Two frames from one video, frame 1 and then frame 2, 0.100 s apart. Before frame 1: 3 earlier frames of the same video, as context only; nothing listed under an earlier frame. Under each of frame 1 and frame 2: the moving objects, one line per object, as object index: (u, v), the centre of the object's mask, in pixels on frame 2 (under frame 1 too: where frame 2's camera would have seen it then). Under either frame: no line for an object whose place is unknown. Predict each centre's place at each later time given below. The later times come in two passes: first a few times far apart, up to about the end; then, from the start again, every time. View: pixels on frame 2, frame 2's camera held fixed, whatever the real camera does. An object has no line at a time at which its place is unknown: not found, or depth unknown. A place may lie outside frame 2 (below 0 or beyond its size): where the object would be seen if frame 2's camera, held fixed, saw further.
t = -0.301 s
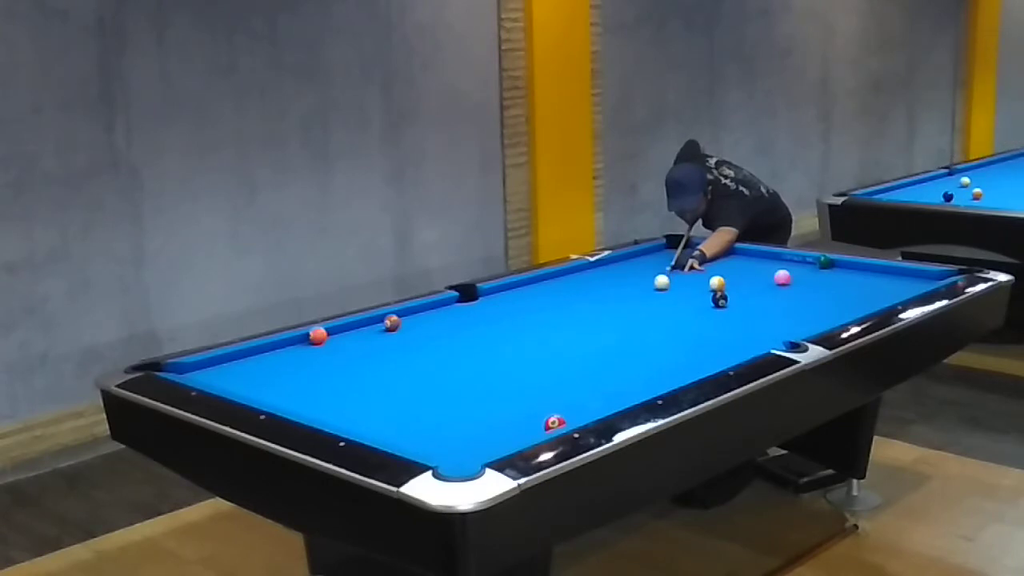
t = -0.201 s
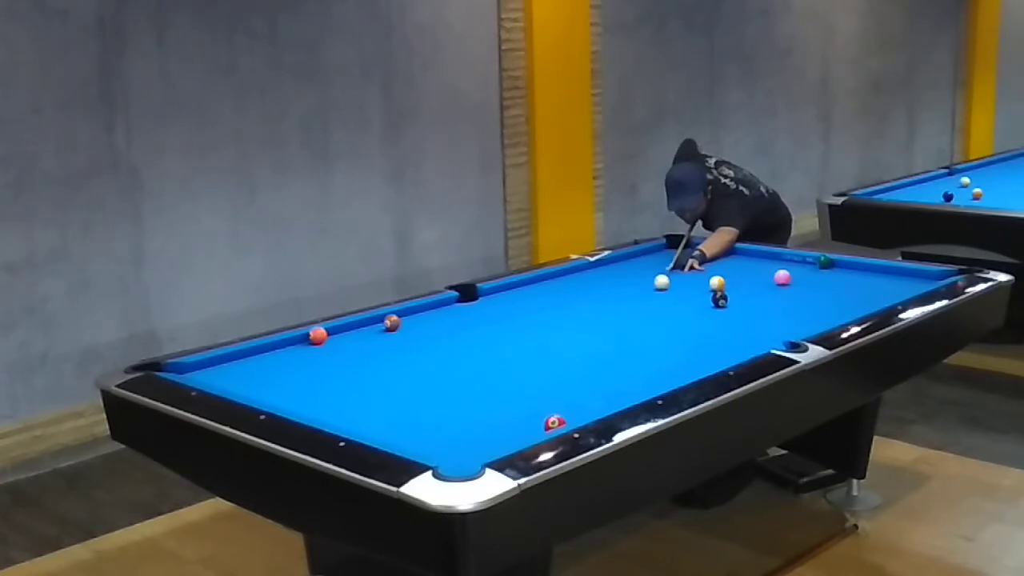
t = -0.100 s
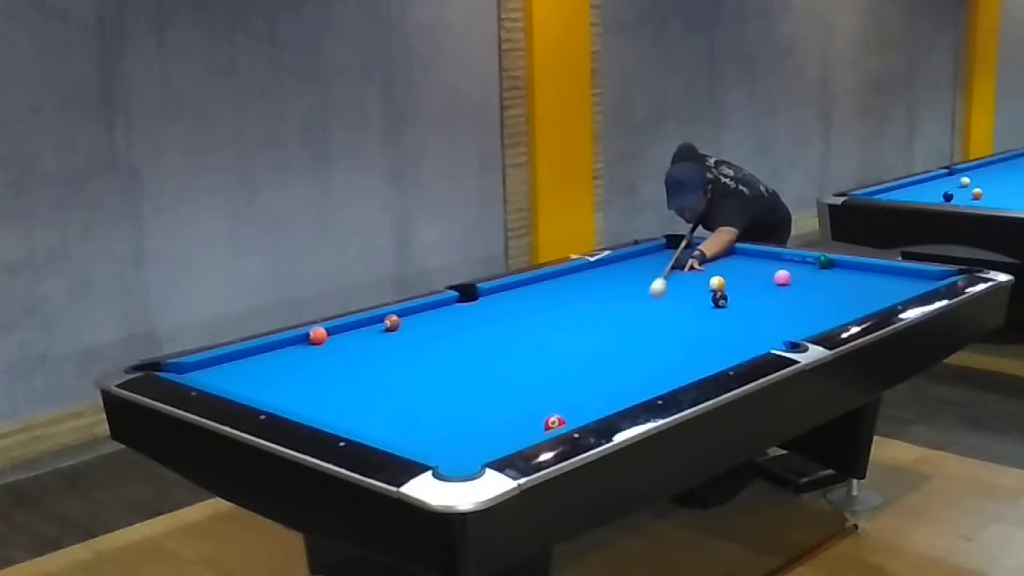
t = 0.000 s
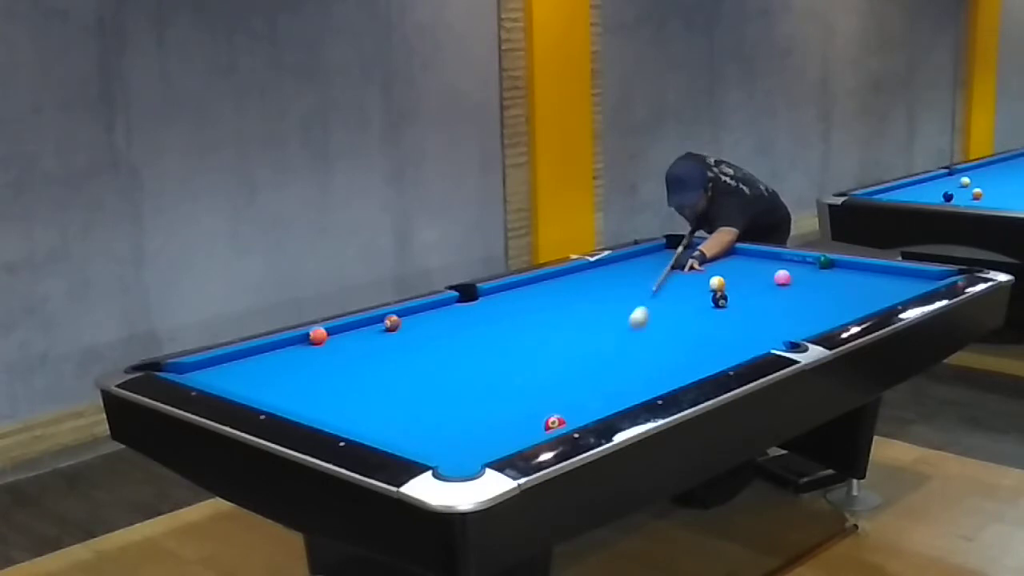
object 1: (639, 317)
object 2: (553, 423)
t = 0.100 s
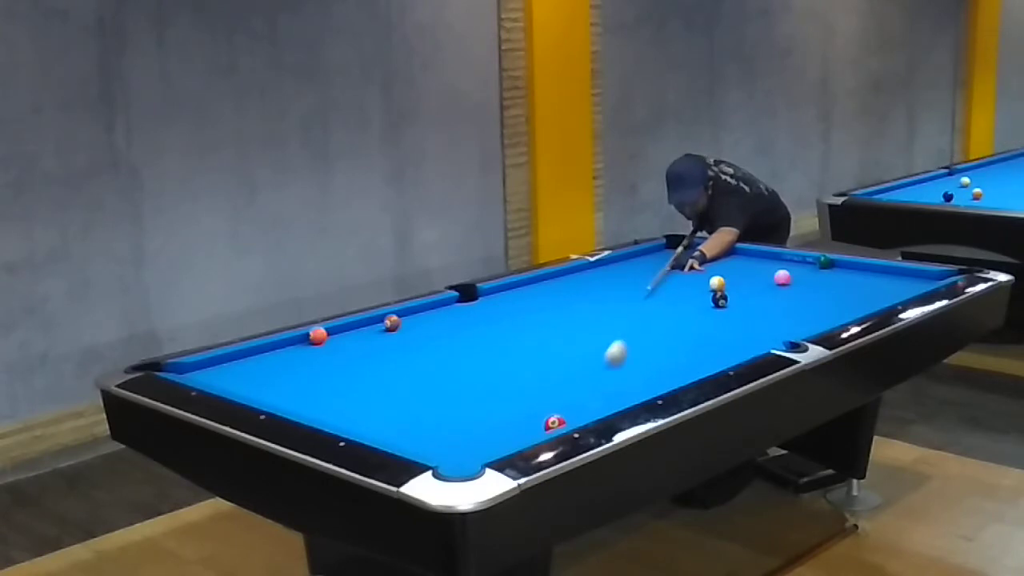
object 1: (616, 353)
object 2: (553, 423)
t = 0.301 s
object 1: (545, 417)
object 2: (511, 437)
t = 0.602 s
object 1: (375, 413)
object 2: (422, 445)
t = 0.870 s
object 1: (303, 397)
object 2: (386, 426)
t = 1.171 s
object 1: (289, 367)
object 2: (351, 405)
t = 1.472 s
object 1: (286, 344)
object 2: (321, 388)
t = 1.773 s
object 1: (357, 339)
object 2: (295, 372)
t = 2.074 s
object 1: (424, 334)
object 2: (271, 357)
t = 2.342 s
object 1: (479, 329)
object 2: (268, 352)
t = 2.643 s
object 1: (538, 325)
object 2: (290, 354)
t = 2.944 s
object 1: (595, 321)
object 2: (311, 357)
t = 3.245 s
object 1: (649, 317)
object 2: (330, 360)
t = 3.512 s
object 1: (694, 313)
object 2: (346, 362)
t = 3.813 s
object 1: (743, 310)
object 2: (361, 363)
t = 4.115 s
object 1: (789, 306)
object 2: (375, 365)
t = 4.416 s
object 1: (833, 303)
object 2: (387, 367)
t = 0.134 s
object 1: (608, 366)
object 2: (553, 423)
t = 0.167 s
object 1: (599, 380)
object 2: (553, 423)
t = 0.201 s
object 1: (589, 395)
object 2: (554, 422)
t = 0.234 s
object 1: (579, 408)
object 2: (553, 423)
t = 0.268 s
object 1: (565, 416)
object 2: (541, 427)
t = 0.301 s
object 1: (545, 417)
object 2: (511, 437)
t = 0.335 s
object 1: (526, 416)
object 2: (480, 448)
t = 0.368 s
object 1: (506, 415)
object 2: (451, 460)
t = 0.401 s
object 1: (487, 414)
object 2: (466, 461)
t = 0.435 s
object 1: (468, 413)
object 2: (463, 460)
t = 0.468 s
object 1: (448, 412)
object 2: (448, 459)
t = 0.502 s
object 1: (430, 412)
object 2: (438, 455)
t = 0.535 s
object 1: (412, 412)
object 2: (432, 451)
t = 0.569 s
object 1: (393, 412)
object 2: (426, 447)
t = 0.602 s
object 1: (375, 413)
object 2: (422, 445)
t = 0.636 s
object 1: (356, 413)
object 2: (417, 443)
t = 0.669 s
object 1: (339, 413)
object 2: (412, 440)
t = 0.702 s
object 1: (321, 412)
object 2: (408, 438)
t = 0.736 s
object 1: (308, 410)
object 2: (403, 436)
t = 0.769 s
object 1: (307, 407)
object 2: (399, 433)
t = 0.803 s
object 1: (307, 404)
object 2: (394, 431)
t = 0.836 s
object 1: (305, 401)
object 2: (390, 429)
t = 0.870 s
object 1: (303, 397)
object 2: (386, 426)
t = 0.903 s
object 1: (301, 393)
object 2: (382, 424)
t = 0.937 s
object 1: (300, 390)
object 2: (378, 422)
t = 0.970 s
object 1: (298, 386)
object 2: (374, 419)
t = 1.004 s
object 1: (296, 383)
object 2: (370, 417)
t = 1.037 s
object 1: (294, 380)
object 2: (366, 414)
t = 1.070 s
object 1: (293, 377)
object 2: (362, 412)
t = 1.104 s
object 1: (292, 373)
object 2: (358, 410)
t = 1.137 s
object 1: (290, 370)
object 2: (355, 408)
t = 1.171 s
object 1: (289, 367)
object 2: (351, 405)
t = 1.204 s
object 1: (287, 364)
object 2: (348, 403)
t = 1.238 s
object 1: (286, 361)
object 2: (344, 401)
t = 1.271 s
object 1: (284, 359)
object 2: (341, 399)
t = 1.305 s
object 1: (283, 356)
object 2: (337, 397)
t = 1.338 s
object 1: (282, 353)
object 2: (334, 395)
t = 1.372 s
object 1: (280, 350)
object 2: (331, 393)
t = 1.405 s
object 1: (279, 348)
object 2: (327, 391)
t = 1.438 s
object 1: (279, 345)
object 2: (324, 389)
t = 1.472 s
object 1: (286, 344)
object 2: (321, 388)
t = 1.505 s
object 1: (295, 344)
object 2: (318, 386)
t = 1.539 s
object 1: (303, 344)
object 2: (315, 384)
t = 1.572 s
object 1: (311, 343)
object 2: (312, 382)
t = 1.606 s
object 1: (319, 342)
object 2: (309, 380)
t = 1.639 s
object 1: (327, 341)
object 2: (306, 379)
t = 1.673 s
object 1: (335, 341)
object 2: (303, 377)
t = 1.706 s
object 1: (342, 340)
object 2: (300, 375)
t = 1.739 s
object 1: (350, 340)
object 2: (298, 373)
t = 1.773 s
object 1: (357, 339)
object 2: (295, 372)
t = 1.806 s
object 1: (365, 339)
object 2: (292, 370)
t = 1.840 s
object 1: (373, 338)
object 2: (289, 369)
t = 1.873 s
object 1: (380, 337)
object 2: (286, 367)
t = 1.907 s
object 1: (387, 337)
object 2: (284, 366)
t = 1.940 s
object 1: (395, 336)
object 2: (281, 364)
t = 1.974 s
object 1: (402, 336)
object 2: (279, 363)
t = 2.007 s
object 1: (410, 335)
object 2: (276, 361)
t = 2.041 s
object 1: (417, 335)
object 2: (274, 359)
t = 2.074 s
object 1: (424, 334)
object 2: (271, 357)
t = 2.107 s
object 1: (431, 333)
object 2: (268, 356)
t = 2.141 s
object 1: (438, 333)
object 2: (266, 355)
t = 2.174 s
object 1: (445, 332)
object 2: (264, 354)
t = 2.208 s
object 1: (452, 332)
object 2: (261, 352)
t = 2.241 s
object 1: (459, 331)
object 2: (260, 352)
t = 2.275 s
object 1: (466, 331)
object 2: (263, 352)
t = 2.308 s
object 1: (473, 330)
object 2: (265, 352)
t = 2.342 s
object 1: (479, 329)
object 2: (268, 352)
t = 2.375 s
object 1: (486, 329)
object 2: (271, 352)
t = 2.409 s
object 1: (493, 328)
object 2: (273, 353)
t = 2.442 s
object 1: (499, 328)
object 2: (276, 353)
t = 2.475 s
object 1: (506, 328)
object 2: (278, 353)
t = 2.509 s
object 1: (513, 327)
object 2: (280, 354)
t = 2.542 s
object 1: (519, 326)
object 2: (283, 354)
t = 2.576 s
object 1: (526, 326)
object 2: (285, 354)
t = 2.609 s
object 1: (532, 325)
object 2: (288, 354)
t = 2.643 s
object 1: (538, 325)
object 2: (290, 354)
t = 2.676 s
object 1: (545, 324)
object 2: (292, 355)
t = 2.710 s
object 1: (551, 324)
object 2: (295, 355)
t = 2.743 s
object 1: (558, 323)
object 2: (298, 355)
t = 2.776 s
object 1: (564, 323)
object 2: (300, 356)
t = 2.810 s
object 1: (570, 322)
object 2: (302, 356)
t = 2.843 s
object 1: (576, 322)
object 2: (304, 357)
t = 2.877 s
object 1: (582, 322)
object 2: (307, 357)
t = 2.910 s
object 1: (589, 321)
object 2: (309, 357)
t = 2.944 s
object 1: (595, 321)
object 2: (311, 357)
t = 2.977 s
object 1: (601, 320)
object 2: (313, 358)
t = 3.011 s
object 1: (607, 320)
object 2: (315, 358)
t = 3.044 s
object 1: (613, 319)
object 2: (317, 358)
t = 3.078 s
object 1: (619, 319)
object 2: (319, 358)
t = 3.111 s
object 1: (625, 318)
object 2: (322, 359)
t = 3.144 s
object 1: (631, 318)
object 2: (324, 359)
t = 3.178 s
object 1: (637, 318)
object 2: (326, 359)
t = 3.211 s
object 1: (643, 317)
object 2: (328, 360)
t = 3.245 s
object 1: (649, 317)
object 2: (330, 360)
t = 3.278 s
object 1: (654, 316)
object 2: (332, 360)
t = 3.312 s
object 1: (660, 316)
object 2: (334, 360)
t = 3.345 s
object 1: (666, 315)
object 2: (336, 360)
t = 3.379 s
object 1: (671, 315)
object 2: (338, 361)
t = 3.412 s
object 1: (677, 315)
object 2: (340, 361)
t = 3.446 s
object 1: (683, 314)
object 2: (342, 361)
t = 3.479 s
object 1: (688, 314)
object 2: (344, 362)
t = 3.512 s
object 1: (694, 313)
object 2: (346, 362)
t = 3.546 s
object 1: (699, 313)
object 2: (347, 362)
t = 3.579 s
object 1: (705, 313)
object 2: (349, 363)
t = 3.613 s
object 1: (710, 312)
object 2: (351, 363)
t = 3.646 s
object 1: (716, 311)
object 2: (352, 363)
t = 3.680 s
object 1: (721, 311)
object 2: (354, 363)
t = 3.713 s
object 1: (726, 311)
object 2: (356, 363)
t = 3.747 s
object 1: (732, 310)
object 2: (357, 363)
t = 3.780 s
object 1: (737, 310)
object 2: (359, 363)
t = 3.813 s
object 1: (743, 310)
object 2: (361, 363)
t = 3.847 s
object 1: (748, 309)
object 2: (362, 364)
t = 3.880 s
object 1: (753, 309)
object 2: (364, 364)
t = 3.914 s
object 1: (758, 308)
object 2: (366, 364)
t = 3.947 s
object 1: (763, 308)
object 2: (367, 364)
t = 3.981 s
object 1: (768, 308)
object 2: (369, 365)
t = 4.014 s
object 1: (773, 307)
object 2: (371, 365)
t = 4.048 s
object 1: (779, 307)
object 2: (372, 365)
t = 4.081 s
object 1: (784, 306)
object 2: (373, 365)
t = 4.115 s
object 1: (789, 306)
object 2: (375, 365)
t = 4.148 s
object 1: (794, 306)
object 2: (377, 366)
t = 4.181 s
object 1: (799, 305)
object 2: (378, 366)
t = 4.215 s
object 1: (804, 305)
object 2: (379, 366)
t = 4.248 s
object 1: (808, 305)
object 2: (380, 366)
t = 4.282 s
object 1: (814, 304)
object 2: (382, 366)
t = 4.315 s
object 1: (818, 304)
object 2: (383, 366)
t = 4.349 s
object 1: (823, 303)
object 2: (385, 367)
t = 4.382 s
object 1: (828, 303)
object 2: (386, 367)
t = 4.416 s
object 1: (833, 303)
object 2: (387, 367)
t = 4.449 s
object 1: (837, 302)
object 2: (388, 367)
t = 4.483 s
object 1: (842, 302)
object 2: (389, 367)
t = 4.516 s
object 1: (847, 302)
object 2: (391, 367)
